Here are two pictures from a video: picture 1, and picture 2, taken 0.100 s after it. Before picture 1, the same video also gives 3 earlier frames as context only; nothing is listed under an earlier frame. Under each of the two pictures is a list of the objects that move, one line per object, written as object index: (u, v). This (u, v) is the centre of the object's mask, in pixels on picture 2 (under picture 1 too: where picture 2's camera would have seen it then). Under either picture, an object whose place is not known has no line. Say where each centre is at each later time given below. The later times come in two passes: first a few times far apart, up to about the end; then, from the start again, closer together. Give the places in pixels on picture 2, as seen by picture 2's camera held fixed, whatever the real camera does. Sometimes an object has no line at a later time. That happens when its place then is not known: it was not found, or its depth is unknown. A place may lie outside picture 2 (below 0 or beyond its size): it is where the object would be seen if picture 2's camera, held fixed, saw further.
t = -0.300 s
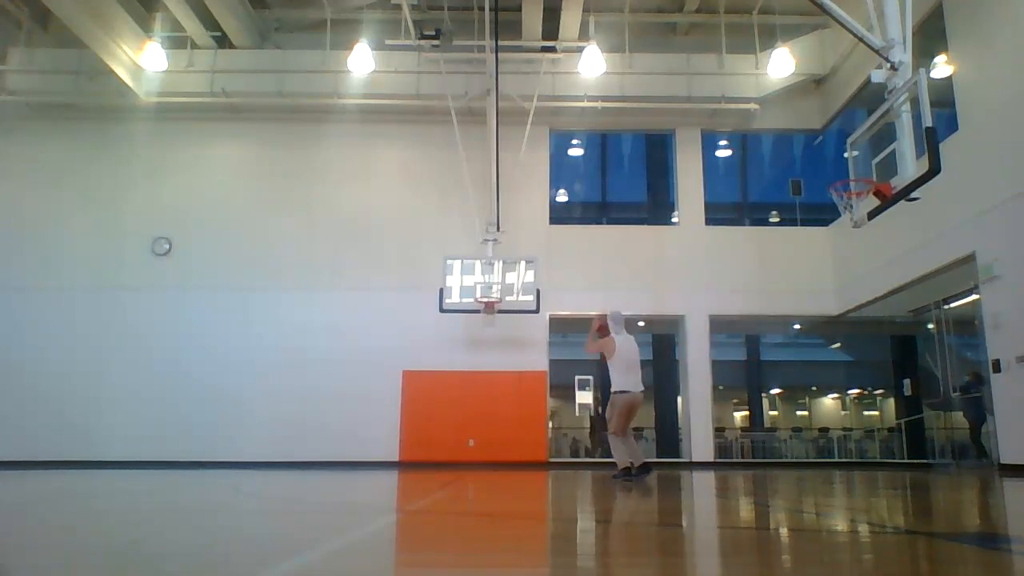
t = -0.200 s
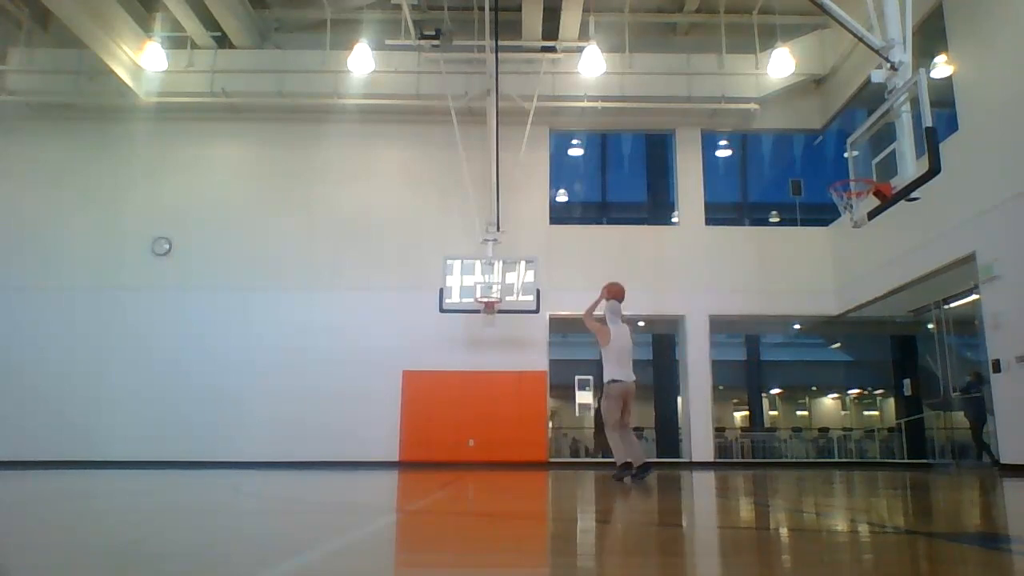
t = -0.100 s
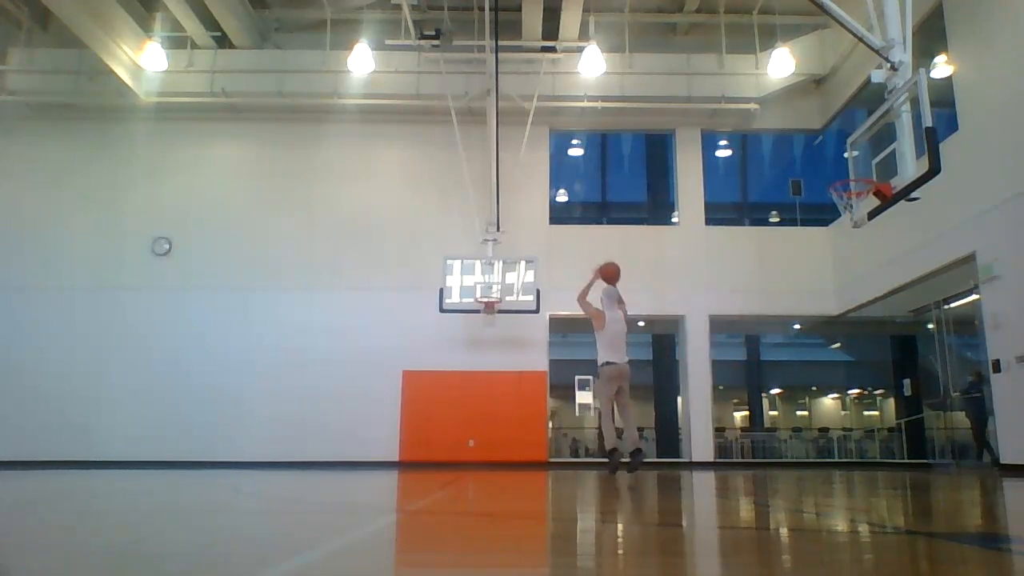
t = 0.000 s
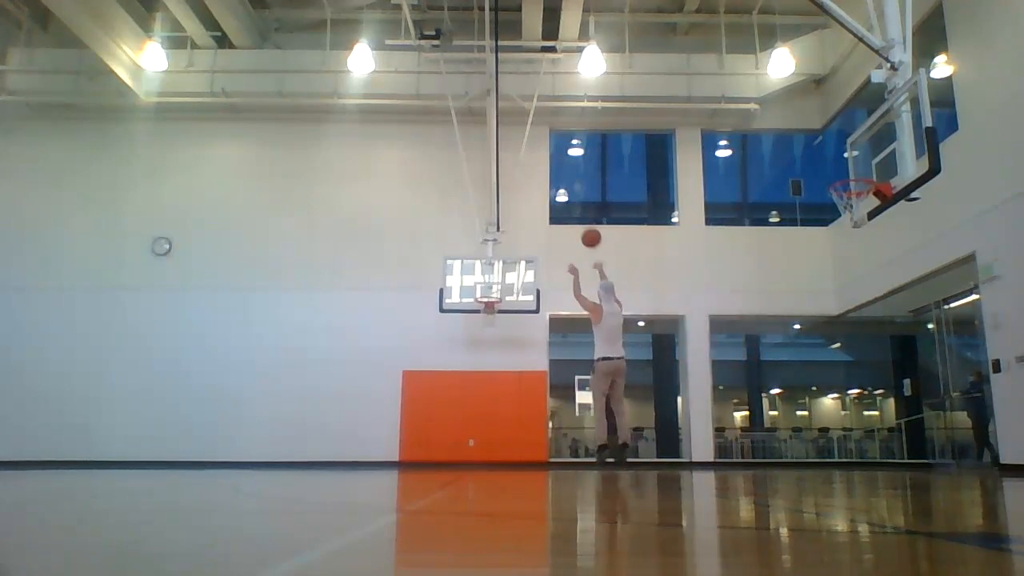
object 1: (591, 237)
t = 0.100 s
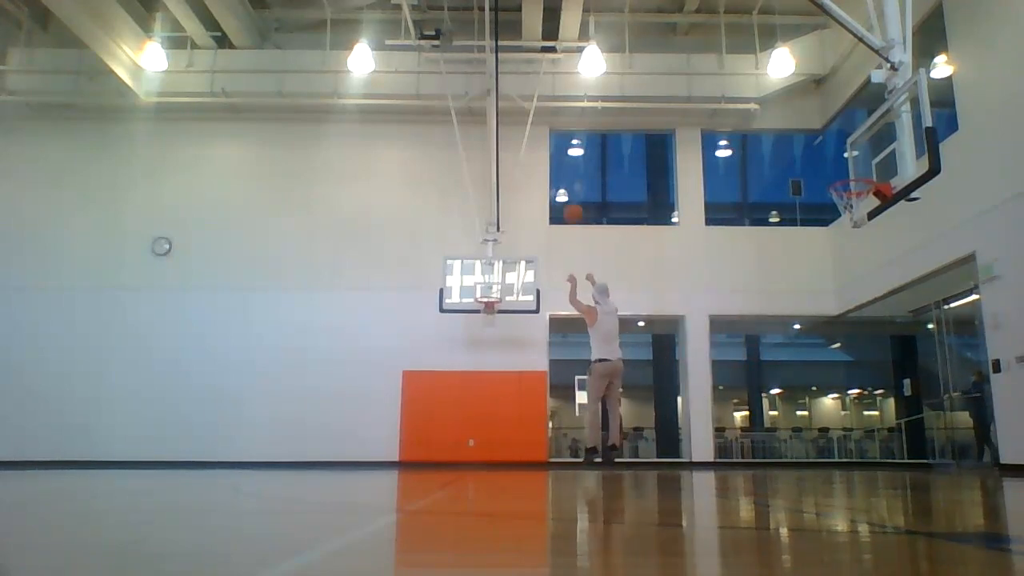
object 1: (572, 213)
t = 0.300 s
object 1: (546, 193)
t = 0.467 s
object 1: (526, 199)
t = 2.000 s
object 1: (422, 412)
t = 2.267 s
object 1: (411, 407)
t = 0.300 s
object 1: (546, 193)
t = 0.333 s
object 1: (541, 193)
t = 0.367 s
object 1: (537, 194)
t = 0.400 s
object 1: (533, 195)
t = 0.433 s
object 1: (529, 196)
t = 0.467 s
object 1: (526, 199)
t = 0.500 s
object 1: (522, 201)
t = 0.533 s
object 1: (519, 205)
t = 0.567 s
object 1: (516, 209)
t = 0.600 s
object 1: (513, 214)
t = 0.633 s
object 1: (510, 219)
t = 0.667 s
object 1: (507, 224)
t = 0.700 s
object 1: (504, 230)
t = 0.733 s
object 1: (501, 236)
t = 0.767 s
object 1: (498, 243)
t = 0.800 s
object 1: (496, 250)
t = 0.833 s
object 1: (493, 258)
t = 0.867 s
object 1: (490, 266)
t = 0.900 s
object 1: (488, 273)
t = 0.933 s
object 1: (485, 283)
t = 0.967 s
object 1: (483, 292)
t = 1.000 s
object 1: (482, 298)
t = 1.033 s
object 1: (486, 300)
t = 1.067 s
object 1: (492, 301)
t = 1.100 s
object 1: (495, 297)
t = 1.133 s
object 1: (492, 292)
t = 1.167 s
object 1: (490, 289)
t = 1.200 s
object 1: (487, 286)
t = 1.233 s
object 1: (485, 284)
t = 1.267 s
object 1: (483, 282)
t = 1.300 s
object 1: (481, 281)
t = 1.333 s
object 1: (479, 280)
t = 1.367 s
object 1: (476, 280)
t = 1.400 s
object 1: (474, 280)
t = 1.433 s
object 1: (472, 281)
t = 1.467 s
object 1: (469, 283)
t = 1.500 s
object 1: (466, 285)
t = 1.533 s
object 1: (464, 288)
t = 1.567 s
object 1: (461, 292)
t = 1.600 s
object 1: (458, 296)
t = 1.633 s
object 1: (456, 301)
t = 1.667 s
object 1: (453, 307)
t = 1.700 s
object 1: (450, 314)
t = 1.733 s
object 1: (447, 321)
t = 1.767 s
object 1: (444, 329)
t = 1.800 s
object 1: (441, 338)
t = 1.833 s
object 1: (438, 348)
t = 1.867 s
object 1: (435, 359)
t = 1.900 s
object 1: (432, 370)
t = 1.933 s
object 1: (429, 383)
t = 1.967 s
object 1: (426, 397)
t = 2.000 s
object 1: (422, 412)
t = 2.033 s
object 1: (419, 428)
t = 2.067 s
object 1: (415, 445)
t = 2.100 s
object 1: (410, 464)
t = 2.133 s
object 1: (411, 455)
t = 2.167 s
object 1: (411, 441)
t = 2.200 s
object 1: (411, 429)
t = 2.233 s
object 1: (411, 418)
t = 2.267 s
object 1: (411, 407)
